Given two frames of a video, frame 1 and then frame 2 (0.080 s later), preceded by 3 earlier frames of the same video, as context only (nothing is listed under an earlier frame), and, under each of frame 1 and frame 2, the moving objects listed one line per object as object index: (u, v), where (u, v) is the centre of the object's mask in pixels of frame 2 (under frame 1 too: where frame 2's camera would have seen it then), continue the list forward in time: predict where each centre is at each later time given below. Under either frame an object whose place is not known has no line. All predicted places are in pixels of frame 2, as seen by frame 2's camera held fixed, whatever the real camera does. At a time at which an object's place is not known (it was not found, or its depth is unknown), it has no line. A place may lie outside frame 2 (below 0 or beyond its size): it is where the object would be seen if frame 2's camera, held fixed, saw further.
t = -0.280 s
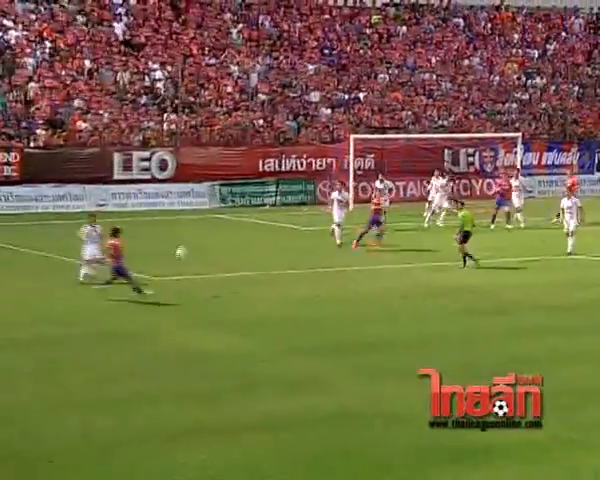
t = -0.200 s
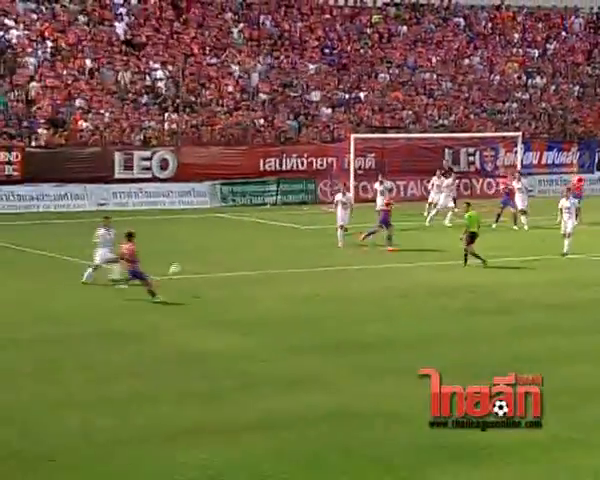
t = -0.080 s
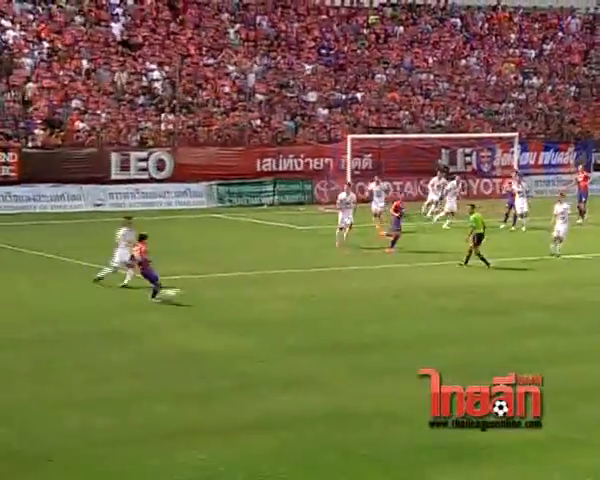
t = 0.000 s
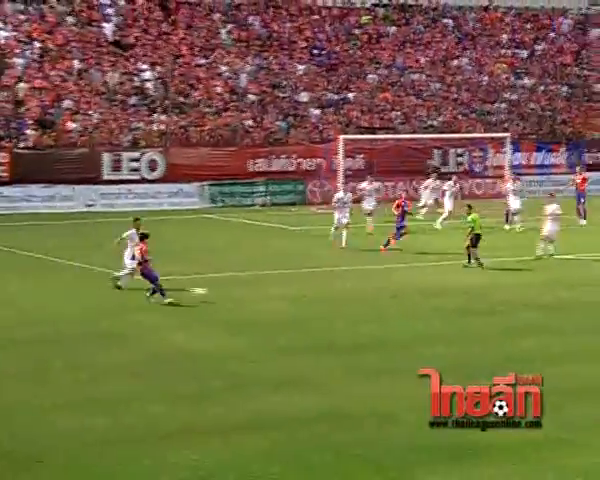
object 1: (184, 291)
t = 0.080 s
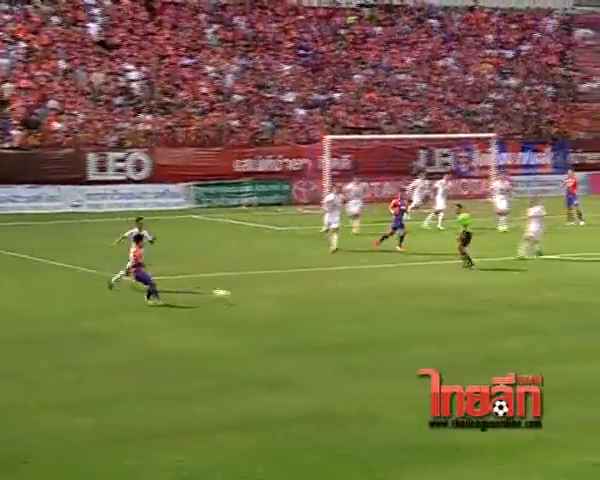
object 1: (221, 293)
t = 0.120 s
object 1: (238, 295)
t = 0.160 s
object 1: (256, 299)
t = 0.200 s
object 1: (273, 301)
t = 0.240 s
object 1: (287, 302)
